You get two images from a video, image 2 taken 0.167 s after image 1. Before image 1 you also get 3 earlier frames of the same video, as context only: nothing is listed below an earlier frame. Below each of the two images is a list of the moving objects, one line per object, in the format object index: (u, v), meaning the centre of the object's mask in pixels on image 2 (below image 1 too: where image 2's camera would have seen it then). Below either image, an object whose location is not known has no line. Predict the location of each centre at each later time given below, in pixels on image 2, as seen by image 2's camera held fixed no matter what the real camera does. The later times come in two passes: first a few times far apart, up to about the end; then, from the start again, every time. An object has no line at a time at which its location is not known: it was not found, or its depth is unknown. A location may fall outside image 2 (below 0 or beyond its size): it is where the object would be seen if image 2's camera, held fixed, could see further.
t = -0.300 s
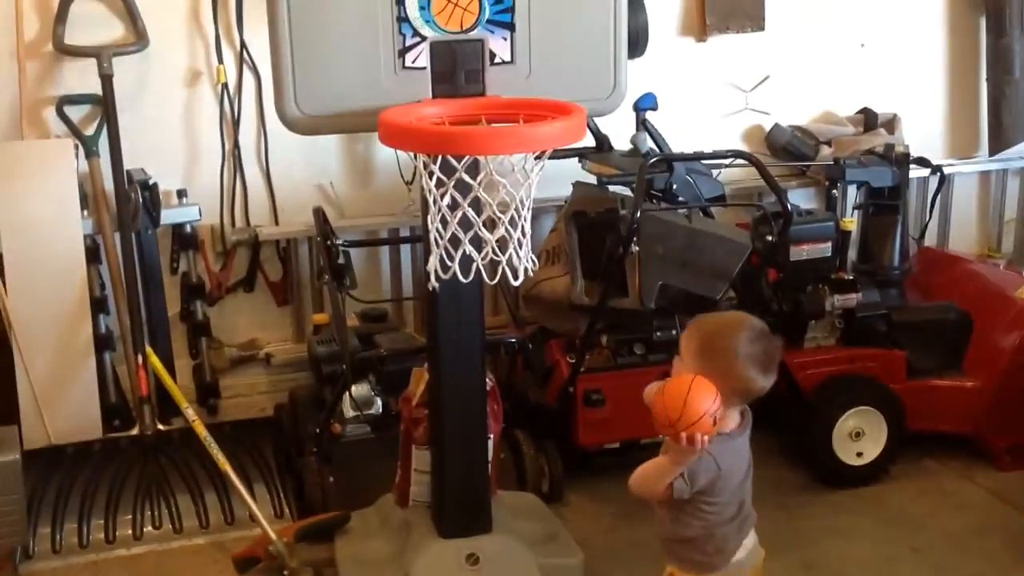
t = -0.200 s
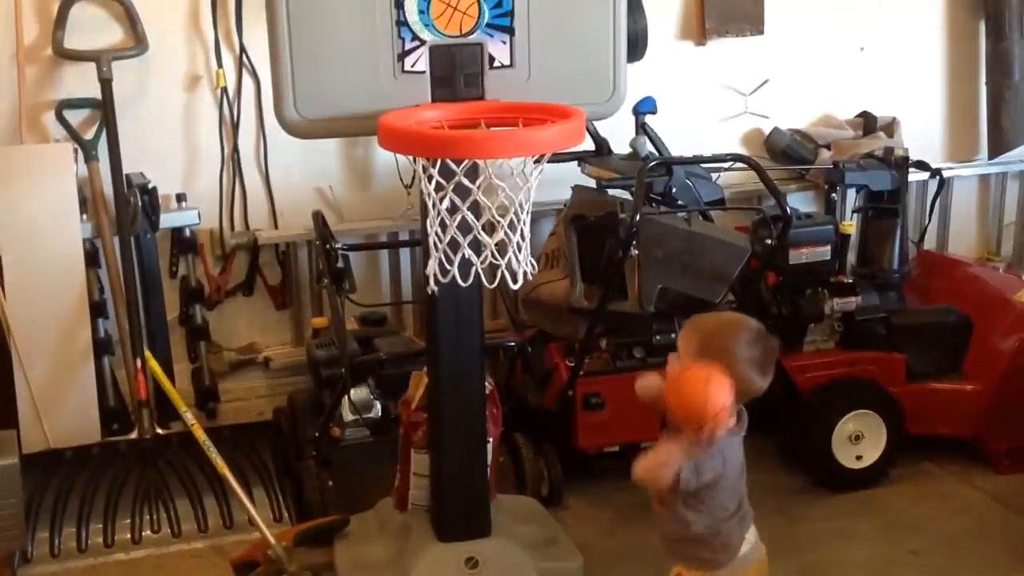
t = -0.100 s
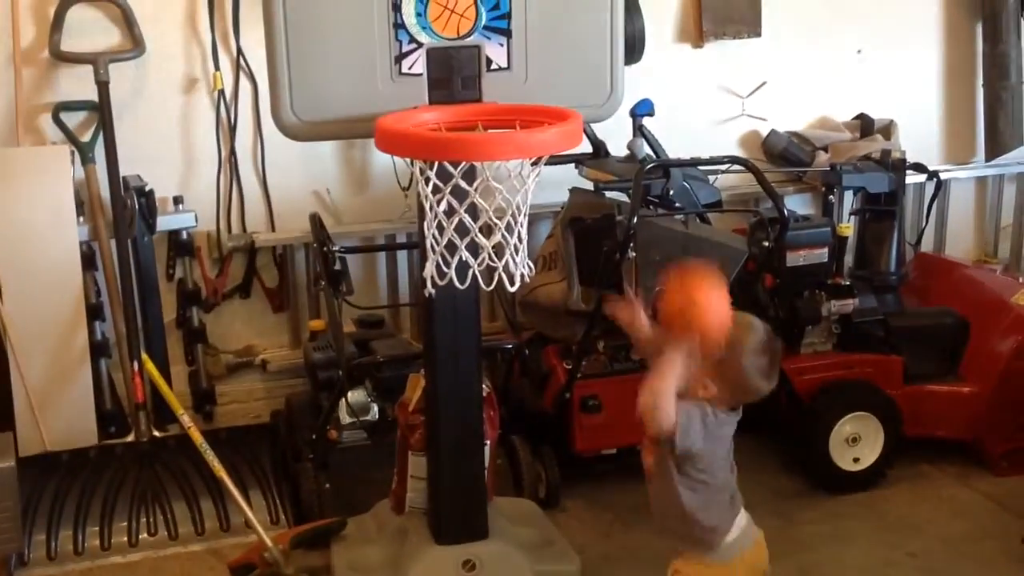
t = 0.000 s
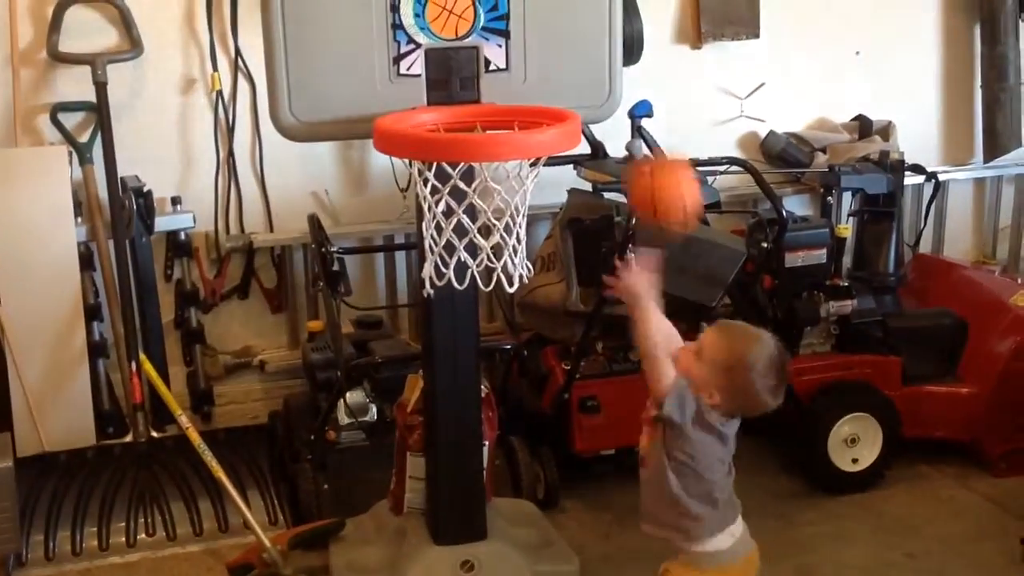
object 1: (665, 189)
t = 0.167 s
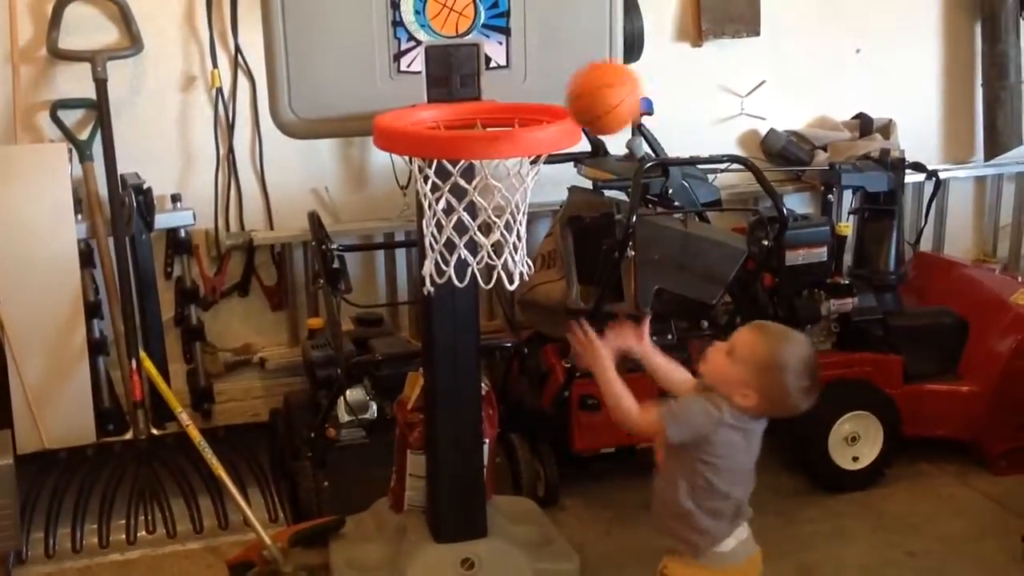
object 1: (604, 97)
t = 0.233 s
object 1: (582, 103)
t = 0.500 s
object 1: (499, 391)
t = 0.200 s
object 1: (593, 97)
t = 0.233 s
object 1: (582, 103)
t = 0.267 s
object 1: (572, 115)
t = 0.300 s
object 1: (561, 137)
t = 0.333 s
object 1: (551, 168)
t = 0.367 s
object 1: (541, 199)
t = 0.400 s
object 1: (532, 238)
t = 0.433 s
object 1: (519, 292)
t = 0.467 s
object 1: (508, 337)
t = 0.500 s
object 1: (499, 391)
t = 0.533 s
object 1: (489, 451)
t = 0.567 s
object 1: (482, 513)
